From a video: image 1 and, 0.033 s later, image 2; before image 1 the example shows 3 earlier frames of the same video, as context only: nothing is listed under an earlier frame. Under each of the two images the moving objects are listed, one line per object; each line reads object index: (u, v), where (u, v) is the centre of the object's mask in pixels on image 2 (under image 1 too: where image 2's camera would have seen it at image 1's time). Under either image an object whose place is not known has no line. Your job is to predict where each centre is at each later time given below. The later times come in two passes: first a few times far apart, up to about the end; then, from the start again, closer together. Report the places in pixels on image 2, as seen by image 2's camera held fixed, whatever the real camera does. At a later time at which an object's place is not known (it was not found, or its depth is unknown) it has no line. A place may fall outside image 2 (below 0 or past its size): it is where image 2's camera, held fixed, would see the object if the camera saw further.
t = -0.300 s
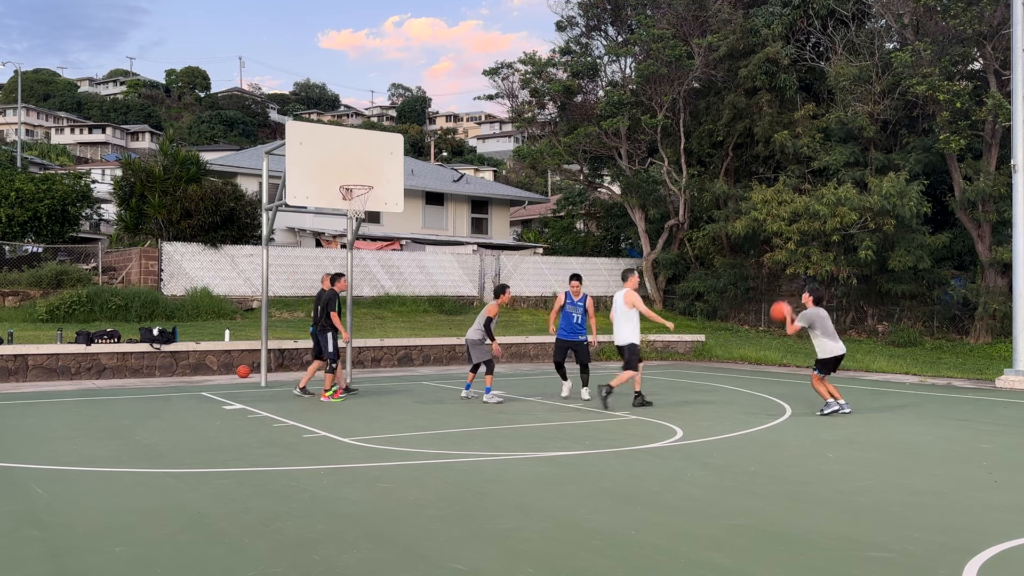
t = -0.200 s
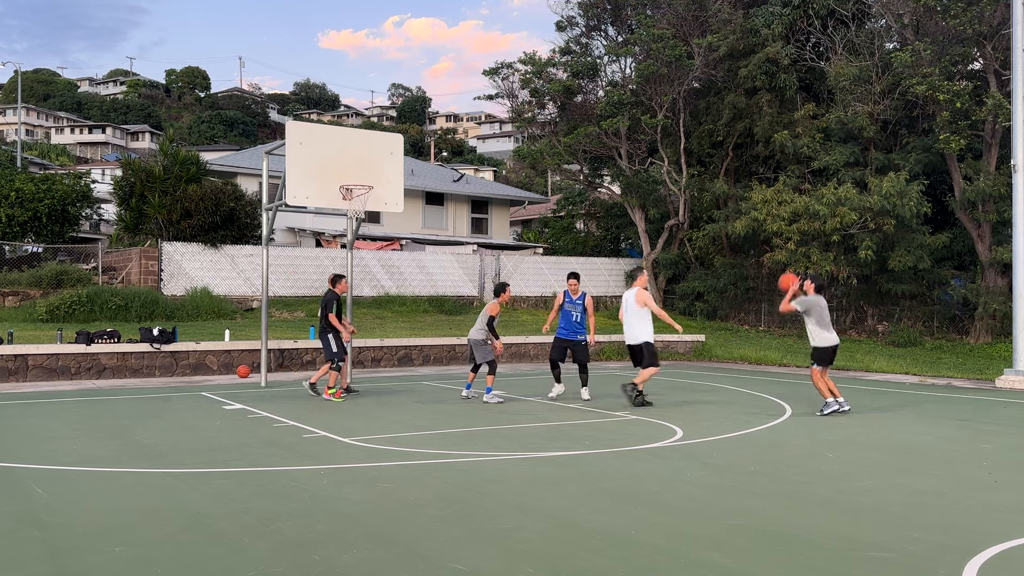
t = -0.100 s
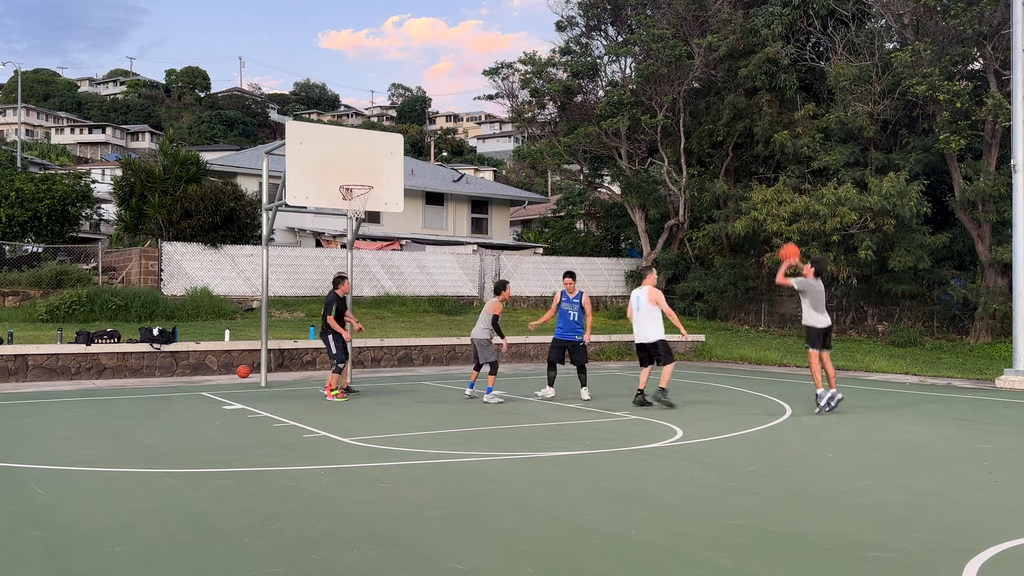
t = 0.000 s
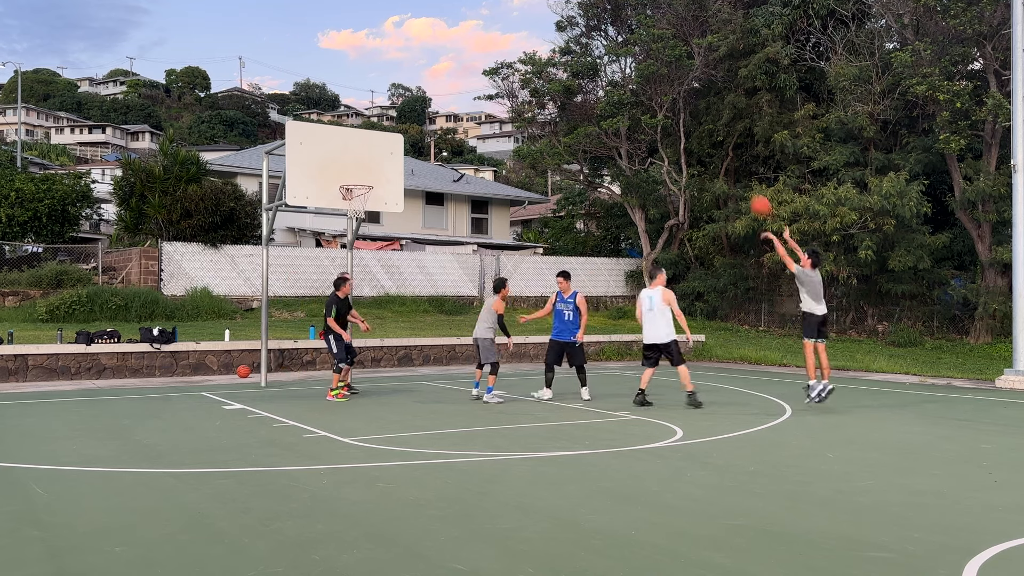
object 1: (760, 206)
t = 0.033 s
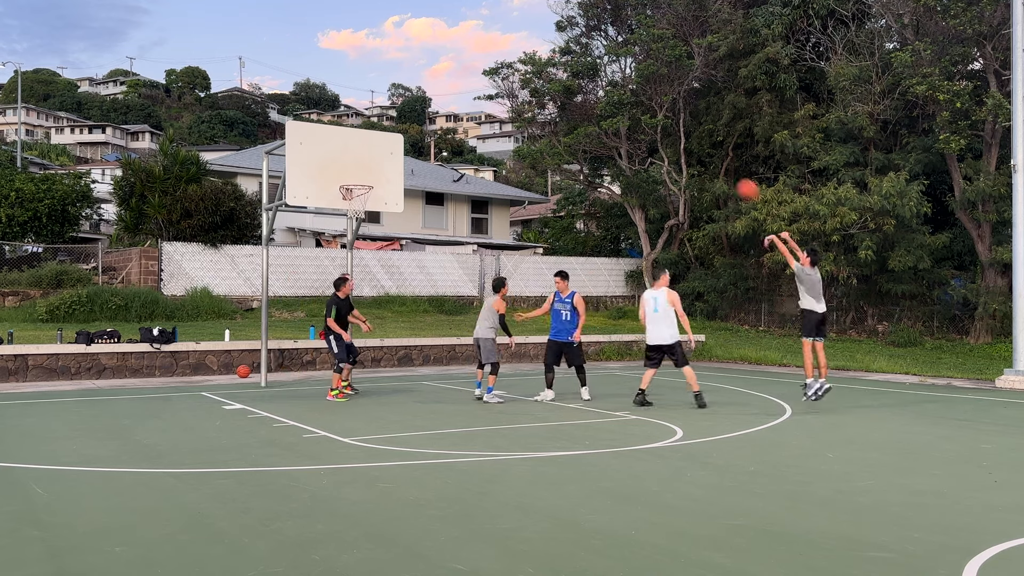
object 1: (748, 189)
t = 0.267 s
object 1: (661, 106)
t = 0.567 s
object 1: (558, 62)
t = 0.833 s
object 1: (475, 79)
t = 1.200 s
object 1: (369, 174)
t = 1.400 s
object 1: (336, 217)
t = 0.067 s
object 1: (735, 176)
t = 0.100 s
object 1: (722, 161)
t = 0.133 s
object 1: (710, 148)
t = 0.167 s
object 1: (697, 136)
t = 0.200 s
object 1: (685, 126)
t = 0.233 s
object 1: (673, 115)
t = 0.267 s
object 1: (661, 106)
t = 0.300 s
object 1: (649, 98)
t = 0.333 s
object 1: (638, 91)
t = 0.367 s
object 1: (626, 84)
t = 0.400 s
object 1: (615, 78)
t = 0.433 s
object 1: (603, 73)
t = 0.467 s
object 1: (591, 69)
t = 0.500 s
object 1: (581, 67)
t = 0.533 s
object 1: (570, 64)
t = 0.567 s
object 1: (558, 62)
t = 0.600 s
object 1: (547, 62)
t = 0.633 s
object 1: (537, 62)
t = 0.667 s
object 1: (528, 63)
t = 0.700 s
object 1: (516, 65)
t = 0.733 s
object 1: (505, 67)
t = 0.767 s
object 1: (495, 70)
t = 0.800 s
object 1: (486, 74)
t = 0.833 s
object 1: (475, 79)
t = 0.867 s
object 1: (464, 84)
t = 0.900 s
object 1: (455, 90)
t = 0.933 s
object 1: (445, 97)
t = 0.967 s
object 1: (435, 104)
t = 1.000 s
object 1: (425, 112)
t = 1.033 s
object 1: (417, 120)
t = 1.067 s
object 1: (408, 129)
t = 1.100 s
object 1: (398, 140)
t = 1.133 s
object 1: (388, 151)
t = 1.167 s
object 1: (378, 162)
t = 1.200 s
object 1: (369, 174)
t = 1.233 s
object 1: (360, 186)
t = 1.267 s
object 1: (352, 198)
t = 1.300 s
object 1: (346, 205)
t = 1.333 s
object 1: (343, 208)
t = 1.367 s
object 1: (340, 213)
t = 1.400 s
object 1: (336, 217)
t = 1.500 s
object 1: (325, 237)
